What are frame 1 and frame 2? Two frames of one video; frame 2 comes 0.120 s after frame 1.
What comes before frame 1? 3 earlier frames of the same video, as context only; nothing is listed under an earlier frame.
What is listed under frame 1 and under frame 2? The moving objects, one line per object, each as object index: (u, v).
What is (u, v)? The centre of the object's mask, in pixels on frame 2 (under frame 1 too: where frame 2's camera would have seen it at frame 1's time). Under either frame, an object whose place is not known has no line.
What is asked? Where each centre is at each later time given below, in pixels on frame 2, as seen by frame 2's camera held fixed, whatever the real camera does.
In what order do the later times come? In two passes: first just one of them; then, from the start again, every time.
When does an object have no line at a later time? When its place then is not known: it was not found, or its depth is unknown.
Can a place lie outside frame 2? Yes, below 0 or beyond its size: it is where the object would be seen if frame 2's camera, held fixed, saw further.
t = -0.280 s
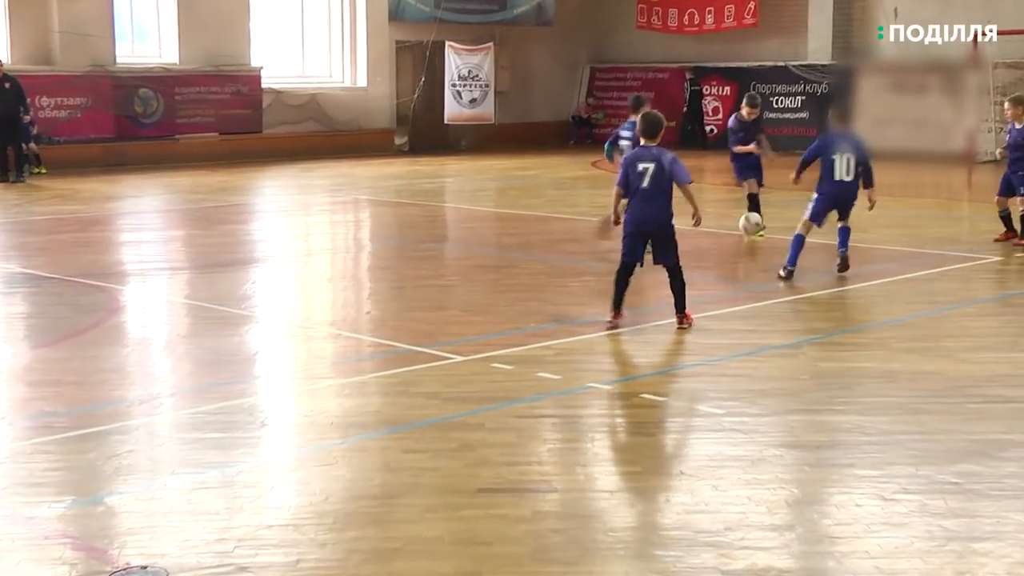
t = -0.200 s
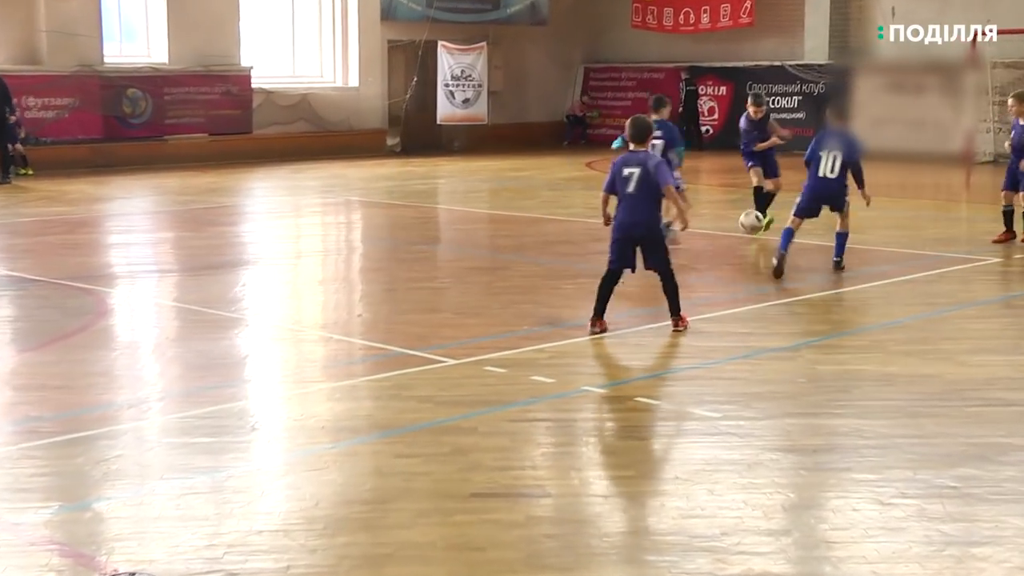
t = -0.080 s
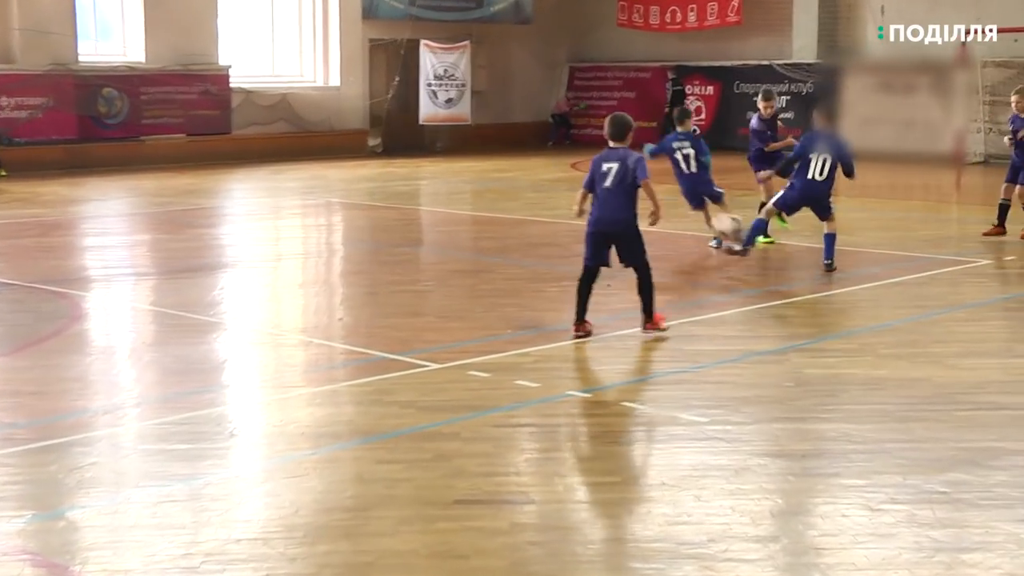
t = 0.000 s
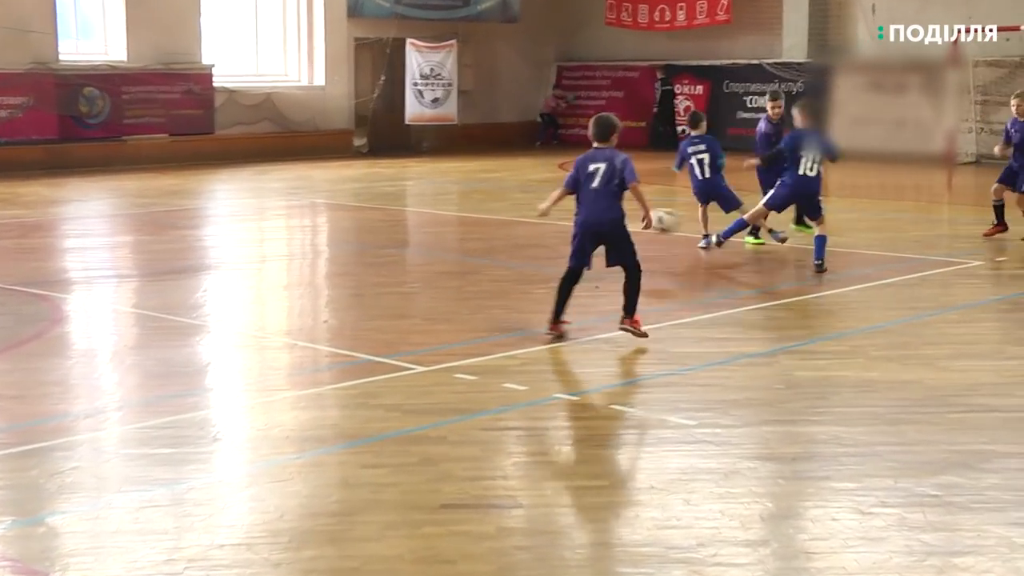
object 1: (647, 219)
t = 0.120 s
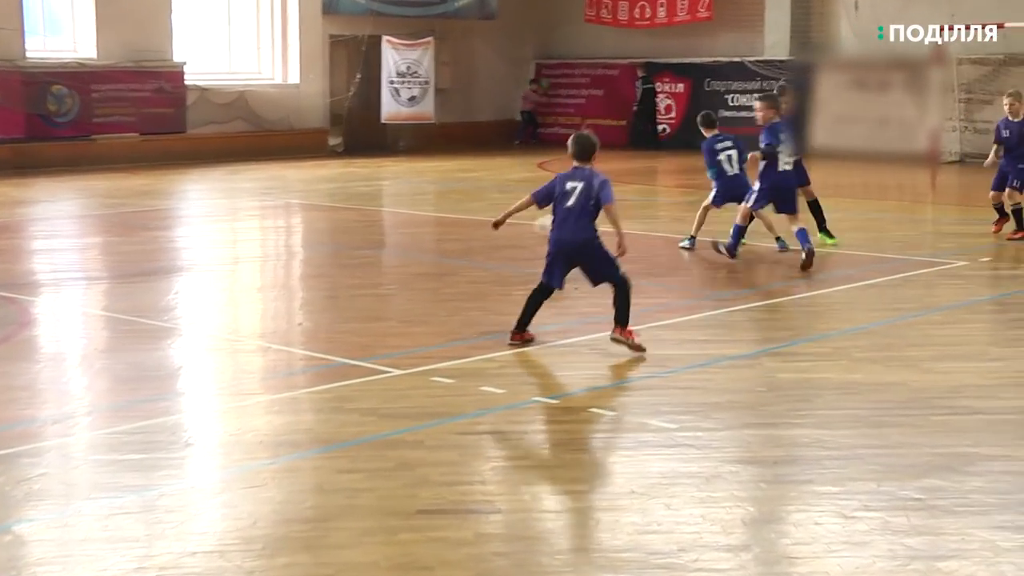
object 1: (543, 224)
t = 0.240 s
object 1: (464, 252)
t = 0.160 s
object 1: (523, 232)
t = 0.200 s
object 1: (492, 242)
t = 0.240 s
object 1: (464, 252)
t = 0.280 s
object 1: (433, 265)
